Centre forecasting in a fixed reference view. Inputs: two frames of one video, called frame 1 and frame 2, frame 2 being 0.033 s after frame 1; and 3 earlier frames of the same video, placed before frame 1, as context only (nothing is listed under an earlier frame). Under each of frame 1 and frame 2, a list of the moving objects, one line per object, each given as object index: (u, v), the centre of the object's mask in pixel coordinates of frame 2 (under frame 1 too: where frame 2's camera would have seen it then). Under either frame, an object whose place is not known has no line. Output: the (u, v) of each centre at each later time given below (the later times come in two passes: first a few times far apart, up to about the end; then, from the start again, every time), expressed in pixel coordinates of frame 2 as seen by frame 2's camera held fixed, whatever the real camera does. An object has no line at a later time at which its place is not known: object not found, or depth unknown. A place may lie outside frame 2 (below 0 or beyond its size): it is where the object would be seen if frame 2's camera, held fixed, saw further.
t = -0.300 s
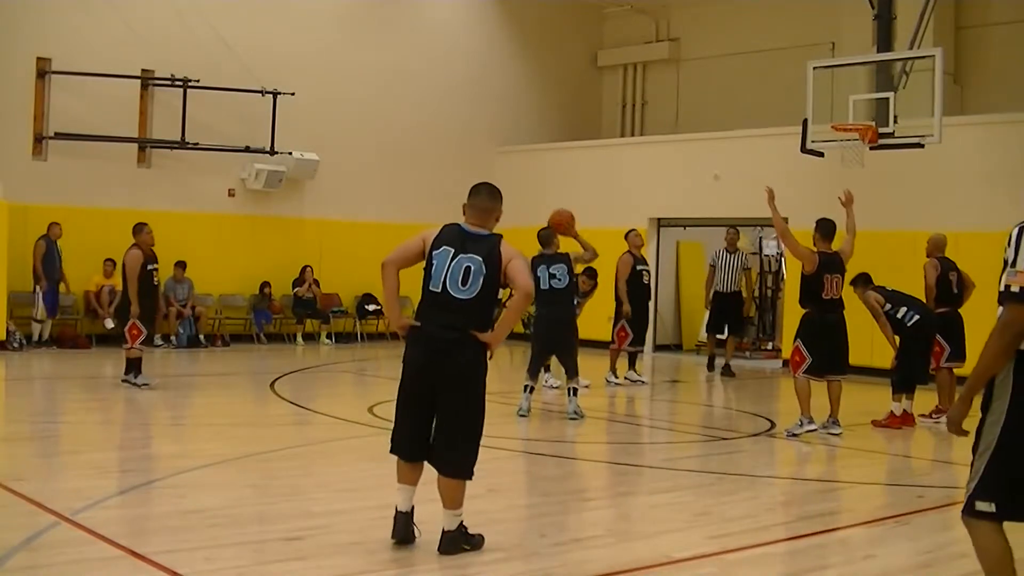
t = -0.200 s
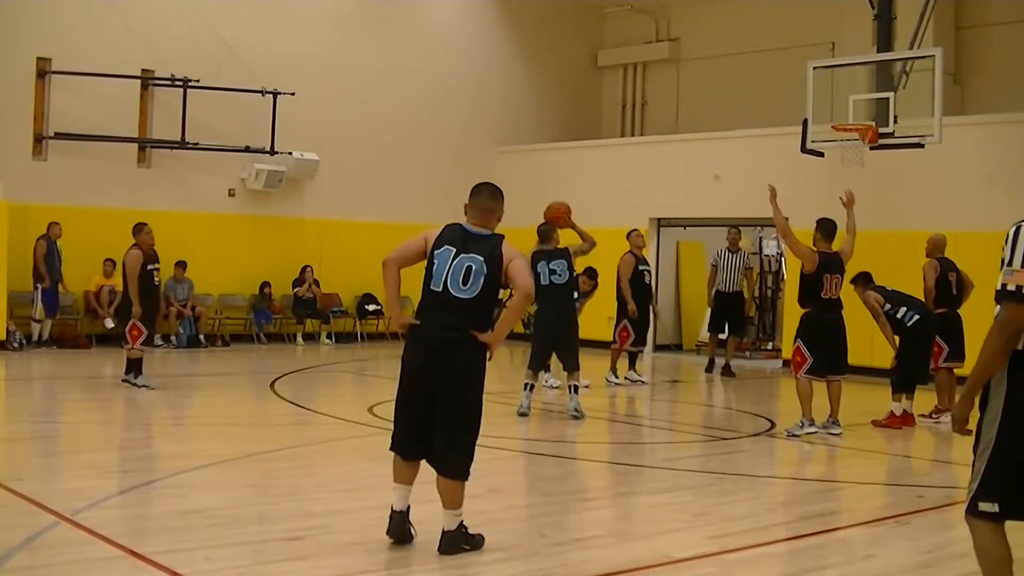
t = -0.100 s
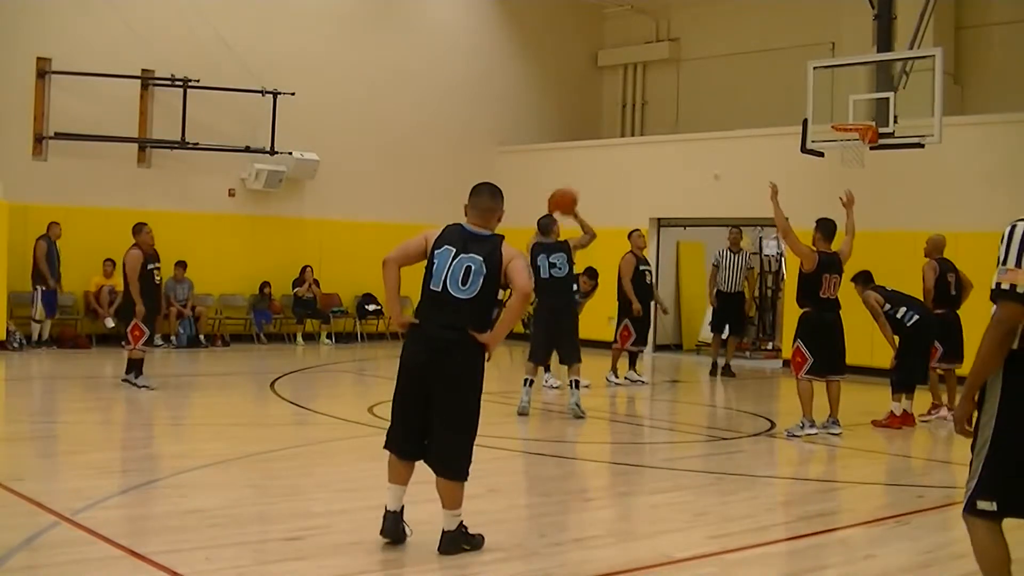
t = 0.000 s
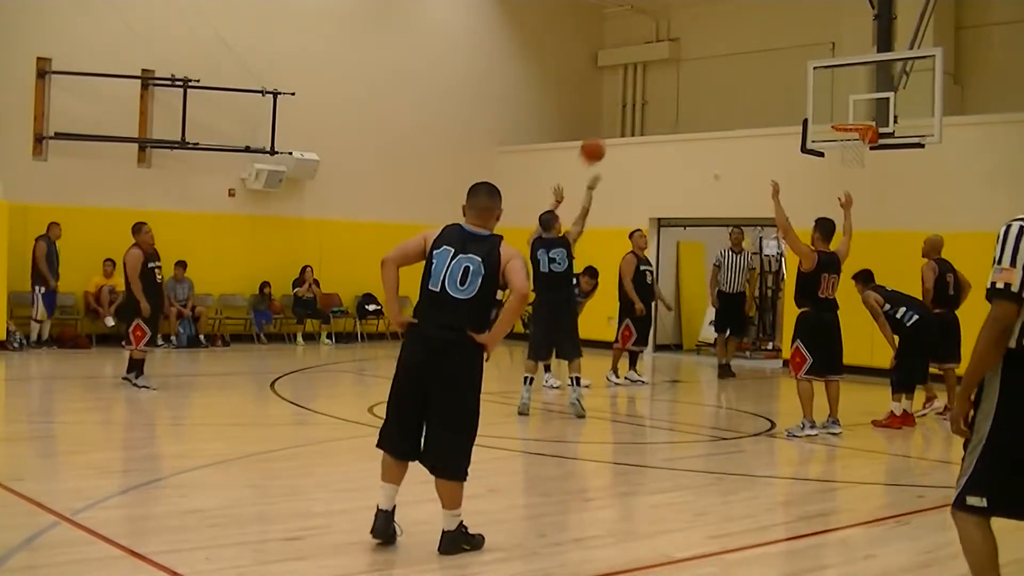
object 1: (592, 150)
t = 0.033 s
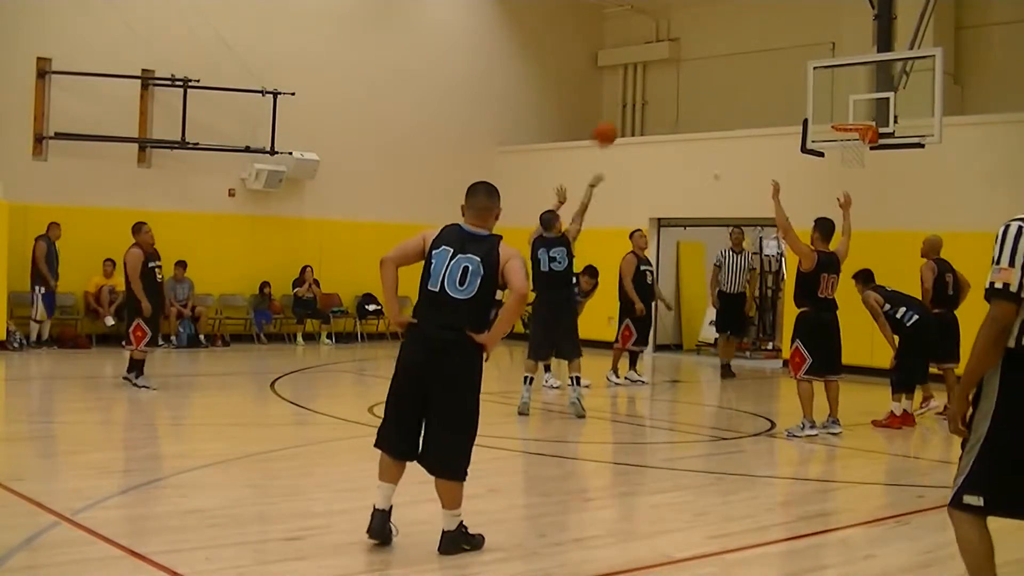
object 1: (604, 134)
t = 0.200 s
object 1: (661, 69)
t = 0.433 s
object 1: (732, 29)
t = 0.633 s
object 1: (785, 37)
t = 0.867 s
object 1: (839, 90)
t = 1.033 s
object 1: (856, 148)
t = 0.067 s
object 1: (615, 118)
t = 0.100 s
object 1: (627, 103)
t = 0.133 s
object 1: (640, 91)
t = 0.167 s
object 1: (652, 79)
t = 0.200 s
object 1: (661, 69)
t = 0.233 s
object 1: (672, 60)
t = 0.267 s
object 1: (683, 52)
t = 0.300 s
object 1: (693, 44)
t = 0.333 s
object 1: (703, 38)
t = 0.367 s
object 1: (713, 34)
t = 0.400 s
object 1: (722, 31)
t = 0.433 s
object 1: (732, 29)
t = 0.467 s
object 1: (741, 28)
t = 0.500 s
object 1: (750, 28)
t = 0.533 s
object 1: (759, 29)
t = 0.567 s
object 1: (768, 30)
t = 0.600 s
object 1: (777, 34)
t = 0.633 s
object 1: (785, 37)
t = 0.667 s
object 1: (793, 42)
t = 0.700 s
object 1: (800, 48)
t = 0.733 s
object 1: (809, 54)
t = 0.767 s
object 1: (817, 61)
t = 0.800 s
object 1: (825, 71)
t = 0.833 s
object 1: (832, 80)
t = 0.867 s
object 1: (839, 90)
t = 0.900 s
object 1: (846, 101)
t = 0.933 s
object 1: (853, 112)
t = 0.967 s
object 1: (860, 125)
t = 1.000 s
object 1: (860, 134)
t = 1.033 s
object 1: (856, 148)
